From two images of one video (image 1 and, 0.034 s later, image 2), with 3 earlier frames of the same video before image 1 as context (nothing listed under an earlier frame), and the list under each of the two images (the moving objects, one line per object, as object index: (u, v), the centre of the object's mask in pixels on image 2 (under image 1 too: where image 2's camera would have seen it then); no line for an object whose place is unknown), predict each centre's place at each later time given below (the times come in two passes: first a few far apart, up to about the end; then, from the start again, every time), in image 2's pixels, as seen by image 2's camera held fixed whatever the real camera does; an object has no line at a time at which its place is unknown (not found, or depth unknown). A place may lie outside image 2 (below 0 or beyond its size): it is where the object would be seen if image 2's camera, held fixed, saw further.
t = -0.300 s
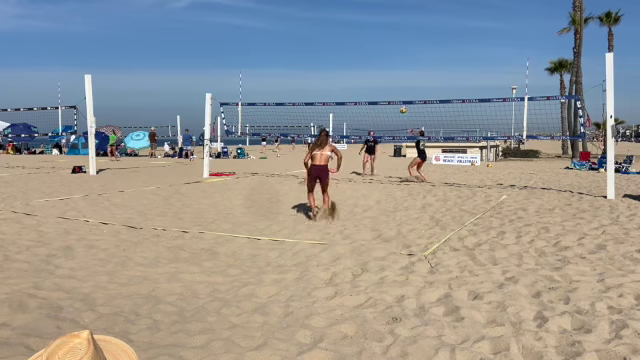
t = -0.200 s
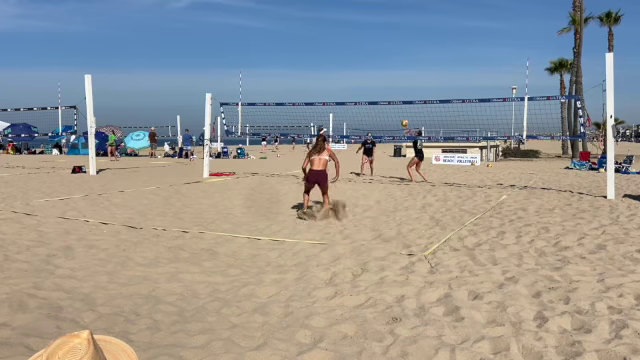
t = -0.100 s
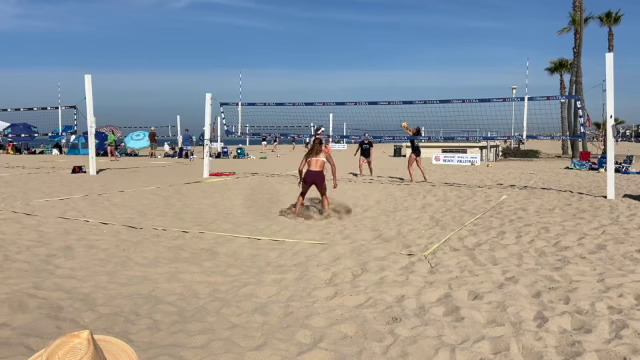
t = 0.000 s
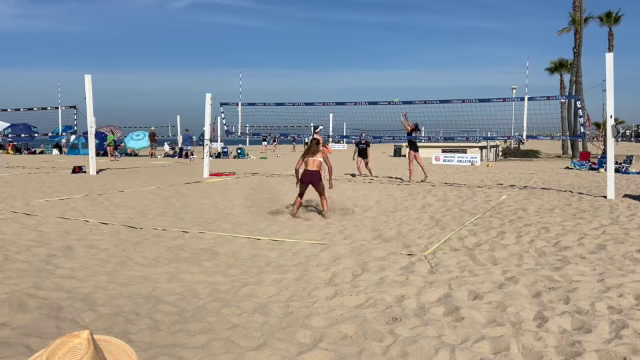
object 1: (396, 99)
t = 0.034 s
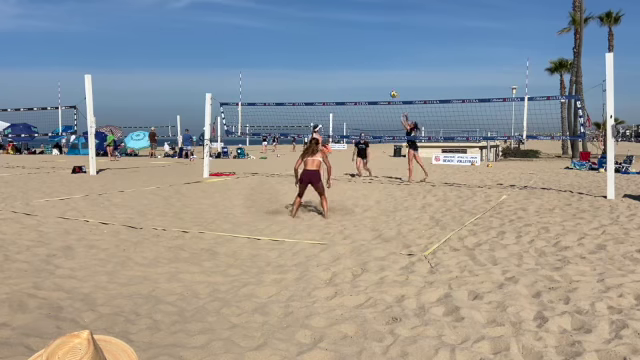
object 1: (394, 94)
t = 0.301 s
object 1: (372, 47)
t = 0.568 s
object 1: (351, 24)
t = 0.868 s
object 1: (327, 27)
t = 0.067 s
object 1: (391, 87)
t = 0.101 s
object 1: (388, 80)
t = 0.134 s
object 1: (386, 73)
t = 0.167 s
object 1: (382, 67)
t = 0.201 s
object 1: (380, 62)
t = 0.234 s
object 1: (377, 56)
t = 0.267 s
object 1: (374, 51)
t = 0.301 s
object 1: (372, 47)
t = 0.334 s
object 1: (369, 43)
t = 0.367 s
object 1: (366, 39)
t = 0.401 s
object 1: (364, 35)
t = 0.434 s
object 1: (361, 32)
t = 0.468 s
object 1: (358, 29)
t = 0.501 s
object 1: (355, 28)
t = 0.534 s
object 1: (353, 25)
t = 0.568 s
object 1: (351, 24)
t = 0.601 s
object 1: (347, 22)
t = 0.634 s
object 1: (345, 21)
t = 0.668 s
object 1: (343, 21)
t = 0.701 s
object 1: (340, 21)
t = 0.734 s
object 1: (337, 22)
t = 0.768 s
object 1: (334, 22)
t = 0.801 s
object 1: (332, 23)
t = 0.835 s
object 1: (329, 25)
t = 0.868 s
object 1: (327, 27)
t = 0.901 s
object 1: (324, 29)
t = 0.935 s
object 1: (322, 31)
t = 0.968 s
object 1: (319, 35)
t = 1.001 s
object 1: (316, 38)
